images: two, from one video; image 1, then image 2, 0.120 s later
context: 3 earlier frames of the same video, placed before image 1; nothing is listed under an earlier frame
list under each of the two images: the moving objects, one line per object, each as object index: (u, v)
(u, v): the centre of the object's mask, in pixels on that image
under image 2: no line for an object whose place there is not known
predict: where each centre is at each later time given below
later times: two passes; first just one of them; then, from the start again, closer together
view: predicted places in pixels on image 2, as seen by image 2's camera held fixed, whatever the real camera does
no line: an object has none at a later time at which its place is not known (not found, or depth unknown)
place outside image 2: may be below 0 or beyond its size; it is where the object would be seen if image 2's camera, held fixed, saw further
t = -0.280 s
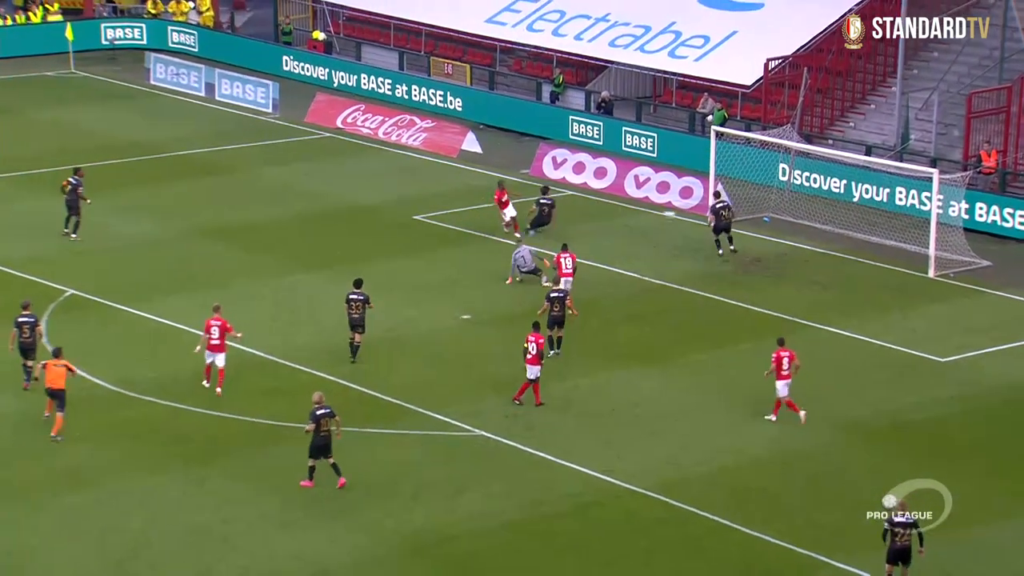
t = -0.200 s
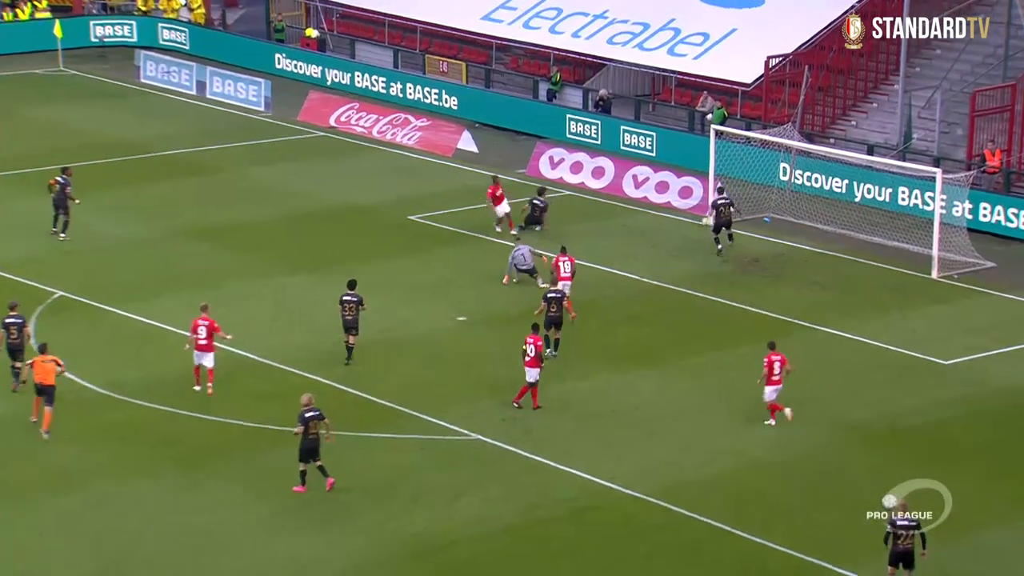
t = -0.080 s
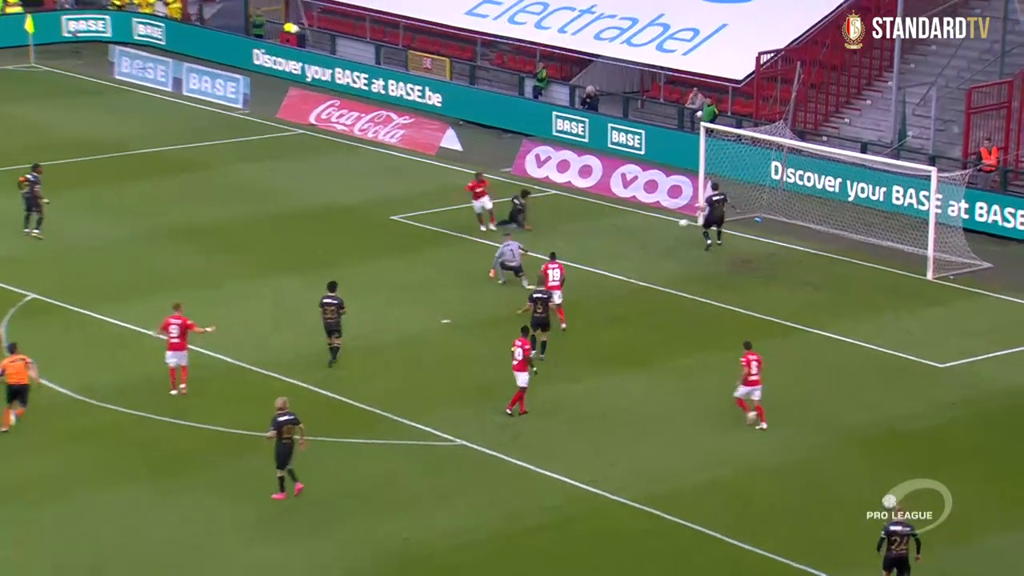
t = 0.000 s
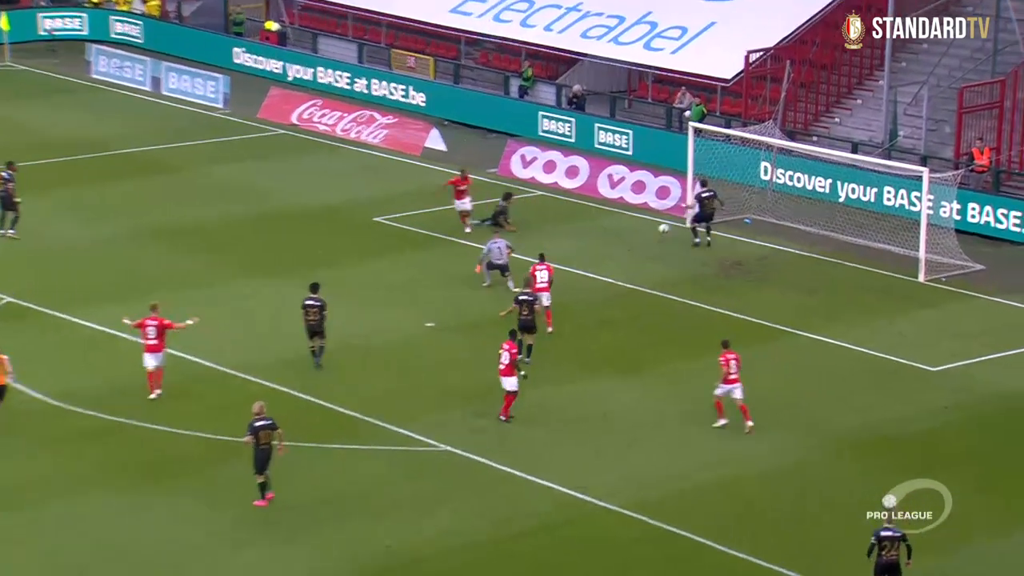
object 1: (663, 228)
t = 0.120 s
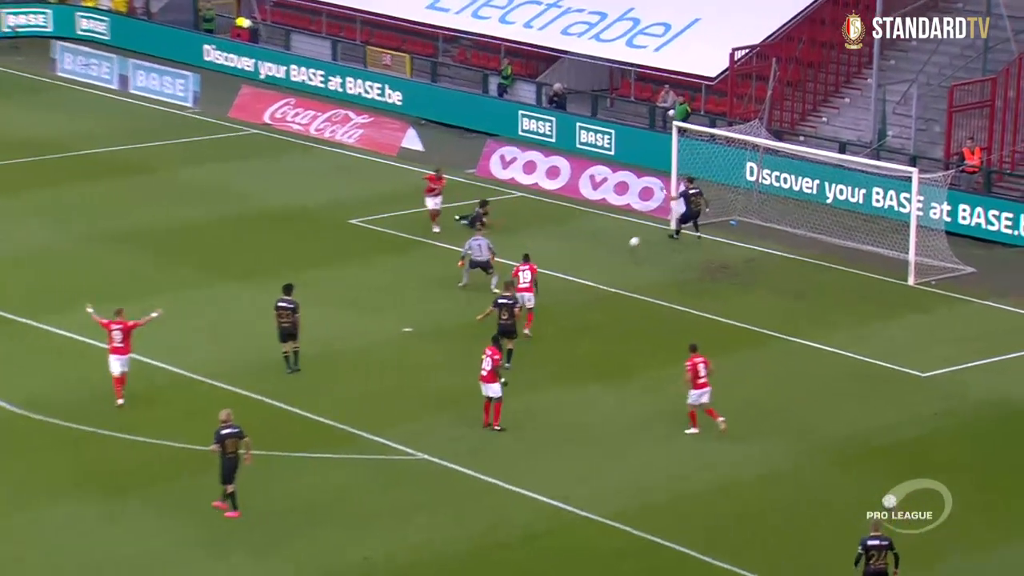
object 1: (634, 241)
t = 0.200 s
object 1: (627, 252)
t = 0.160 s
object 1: (630, 246)
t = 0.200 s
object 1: (627, 252)
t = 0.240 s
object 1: (622, 256)
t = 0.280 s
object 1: (619, 257)
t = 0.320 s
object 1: (615, 257)
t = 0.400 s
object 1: (608, 260)
